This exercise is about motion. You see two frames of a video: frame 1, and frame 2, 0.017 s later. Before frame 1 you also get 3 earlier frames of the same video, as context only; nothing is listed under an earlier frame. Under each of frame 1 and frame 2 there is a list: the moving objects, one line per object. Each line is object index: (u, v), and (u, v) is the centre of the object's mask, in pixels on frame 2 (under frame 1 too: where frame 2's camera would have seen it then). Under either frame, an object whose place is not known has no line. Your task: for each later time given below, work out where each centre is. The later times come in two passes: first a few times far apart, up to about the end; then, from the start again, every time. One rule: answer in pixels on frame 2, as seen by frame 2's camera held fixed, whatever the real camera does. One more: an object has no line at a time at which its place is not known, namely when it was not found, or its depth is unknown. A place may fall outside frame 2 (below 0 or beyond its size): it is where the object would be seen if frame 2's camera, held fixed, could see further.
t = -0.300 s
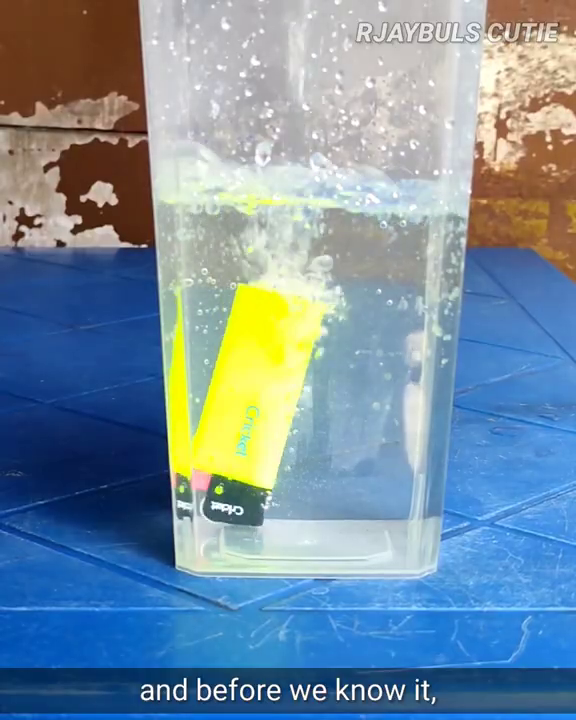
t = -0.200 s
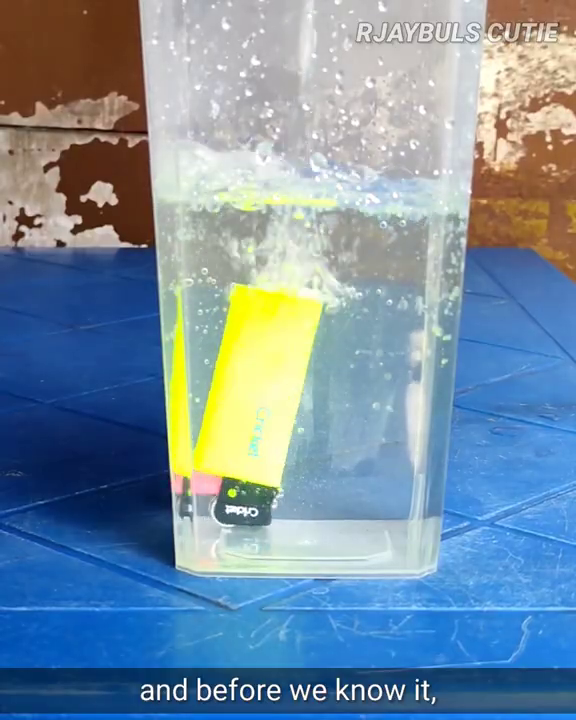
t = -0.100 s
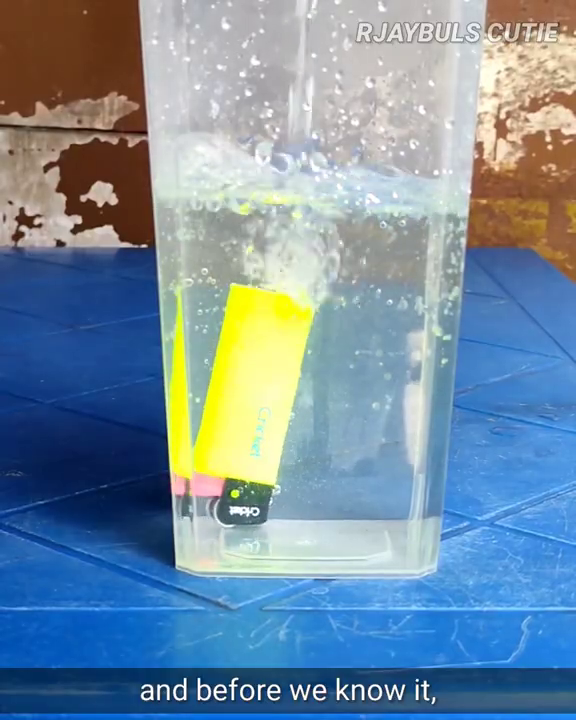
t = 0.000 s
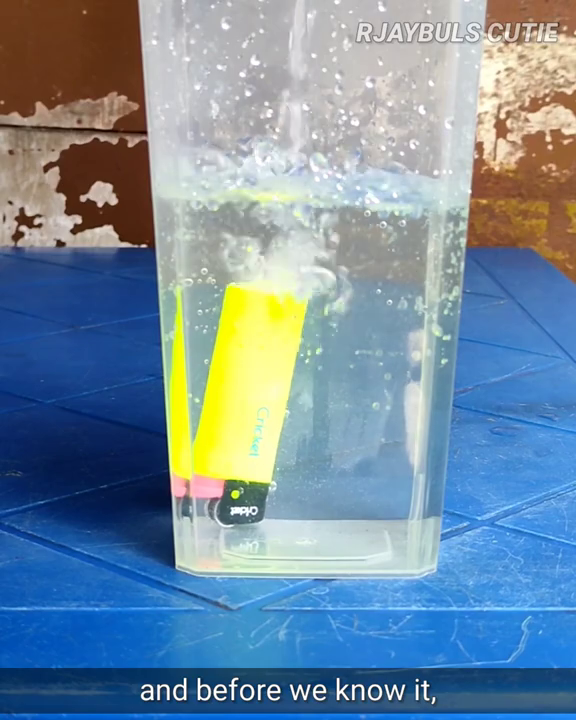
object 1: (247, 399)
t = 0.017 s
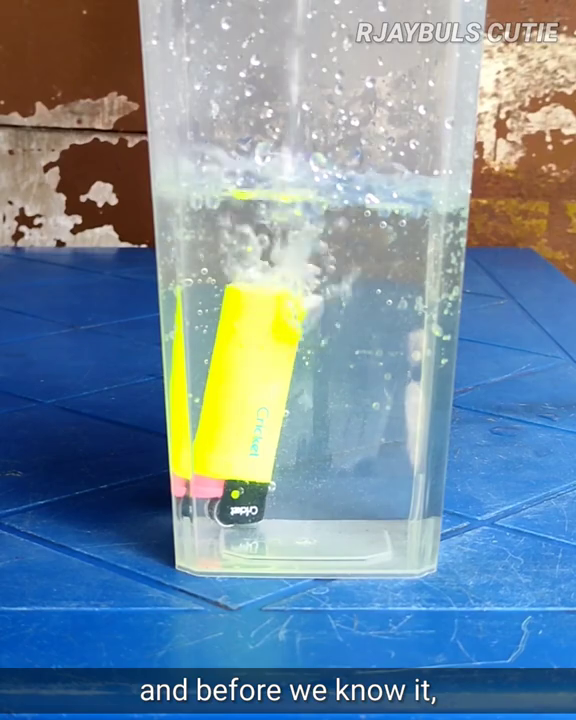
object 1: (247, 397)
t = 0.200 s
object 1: (247, 397)
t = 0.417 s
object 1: (257, 401)
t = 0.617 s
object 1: (259, 400)
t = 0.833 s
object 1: (263, 381)
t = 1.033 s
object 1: (268, 358)
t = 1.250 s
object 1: (273, 325)
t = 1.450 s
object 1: (273, 293)
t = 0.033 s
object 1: (247, 398)
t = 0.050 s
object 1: (246, 397)
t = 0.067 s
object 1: (245, 398)
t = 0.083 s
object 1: (245, 398)
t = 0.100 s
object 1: (246, 396)
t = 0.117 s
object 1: (246, 397)
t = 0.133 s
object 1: (245, 398)
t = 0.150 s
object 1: (245, 400)
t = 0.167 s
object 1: (246, 397)
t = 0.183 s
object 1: (247, 396)
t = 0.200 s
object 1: (247, 397)
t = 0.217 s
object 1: (248, 397)
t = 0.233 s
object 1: (248, 398)
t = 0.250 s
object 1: (249, 399)
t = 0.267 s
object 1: (250, 398)
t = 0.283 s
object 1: (252, 398)
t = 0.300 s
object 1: (253, 400)
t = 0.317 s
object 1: (254, 401)
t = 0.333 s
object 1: (255, 400)
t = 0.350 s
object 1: (255, 401)
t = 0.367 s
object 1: (256, 400)
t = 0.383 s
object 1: (256, 402)
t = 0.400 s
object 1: (256, 402)
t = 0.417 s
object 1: (257, 401)
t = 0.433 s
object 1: (256, 403)
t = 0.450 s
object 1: (257, 400)
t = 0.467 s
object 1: (257, 400)
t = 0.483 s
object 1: (257, 403)
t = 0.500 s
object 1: (258, 401)
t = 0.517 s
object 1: (257, 404)
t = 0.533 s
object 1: (257, 405)
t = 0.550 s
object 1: (258, 404)
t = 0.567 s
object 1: (258, 403)
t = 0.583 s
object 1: (258, 402)
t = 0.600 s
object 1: (259, 401)
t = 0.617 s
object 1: (259, 400)
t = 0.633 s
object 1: (259, 399)
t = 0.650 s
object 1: (259, 397)
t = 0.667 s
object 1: (260, 396)
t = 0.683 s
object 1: (260, 394)
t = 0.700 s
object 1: (260, 393)
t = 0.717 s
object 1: (261, 392)
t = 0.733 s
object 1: (261, 390)
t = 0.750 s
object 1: (261, 389)
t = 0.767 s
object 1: (261, 387)
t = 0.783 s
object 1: (262, 385)
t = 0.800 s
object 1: (262, 384)
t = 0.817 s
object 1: (263, 382)
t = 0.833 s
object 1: (263, 381)
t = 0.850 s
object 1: (263, 379)
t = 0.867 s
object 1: (264, 378)
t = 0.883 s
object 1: (264, 376)
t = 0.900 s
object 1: (265, 374)
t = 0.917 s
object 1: (265, 372)
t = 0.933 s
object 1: (266, 371)
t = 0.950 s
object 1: (266, 369)
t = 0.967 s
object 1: (266, 367)
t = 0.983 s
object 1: (267, 364)
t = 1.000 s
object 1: (267, 362)
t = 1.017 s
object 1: (268, 360)
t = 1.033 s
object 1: (268, 358)
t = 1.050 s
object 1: (268, 356)
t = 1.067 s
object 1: (269, 353)
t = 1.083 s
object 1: (269, 350)
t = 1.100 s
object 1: (270, 348)
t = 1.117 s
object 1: (270, 346)
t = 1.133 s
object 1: (271, 343)
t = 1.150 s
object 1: (271, 340)
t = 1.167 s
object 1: (271, 338)
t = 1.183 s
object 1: (272, 335)
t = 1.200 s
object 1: (272, 333)
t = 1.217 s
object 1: (272, 330)
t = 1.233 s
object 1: (273, 328)
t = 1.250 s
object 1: (273, 325)
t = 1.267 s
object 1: (273, 322)
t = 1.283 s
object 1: (273, 319)
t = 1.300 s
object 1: (273, 318)
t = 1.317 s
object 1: (273, 318)
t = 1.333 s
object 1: (273, 316)
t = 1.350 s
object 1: (273, 301)
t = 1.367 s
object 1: (273, 300)
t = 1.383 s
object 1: (273, 299)
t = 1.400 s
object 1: (273, 298)
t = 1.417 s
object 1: (273, 296)
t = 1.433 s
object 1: (273, 295)
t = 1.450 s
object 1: (273, 293)
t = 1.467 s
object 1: (273, 292)
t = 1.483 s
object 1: (272, 291)
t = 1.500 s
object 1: (272, 291)
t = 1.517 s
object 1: (272, 291)
